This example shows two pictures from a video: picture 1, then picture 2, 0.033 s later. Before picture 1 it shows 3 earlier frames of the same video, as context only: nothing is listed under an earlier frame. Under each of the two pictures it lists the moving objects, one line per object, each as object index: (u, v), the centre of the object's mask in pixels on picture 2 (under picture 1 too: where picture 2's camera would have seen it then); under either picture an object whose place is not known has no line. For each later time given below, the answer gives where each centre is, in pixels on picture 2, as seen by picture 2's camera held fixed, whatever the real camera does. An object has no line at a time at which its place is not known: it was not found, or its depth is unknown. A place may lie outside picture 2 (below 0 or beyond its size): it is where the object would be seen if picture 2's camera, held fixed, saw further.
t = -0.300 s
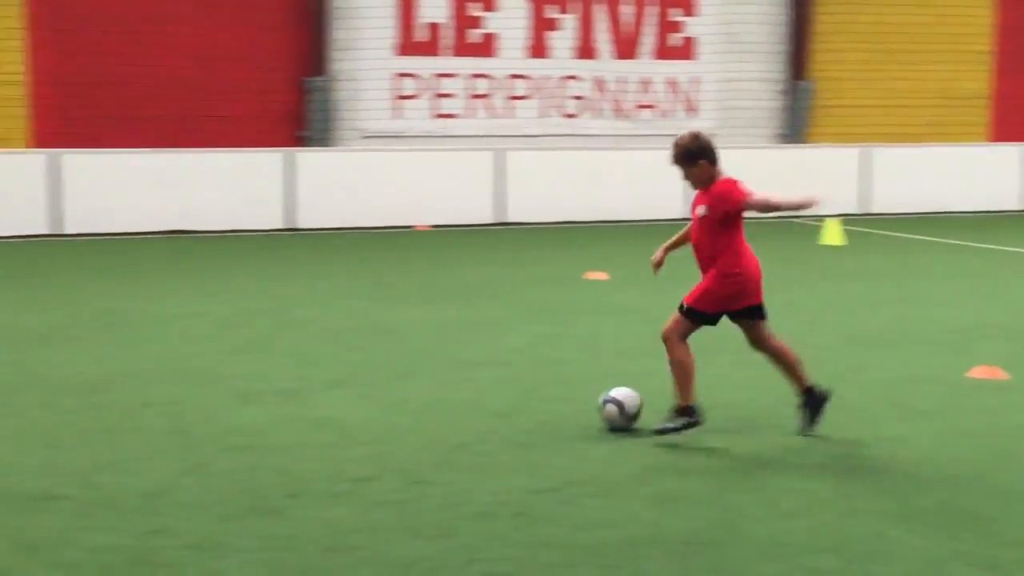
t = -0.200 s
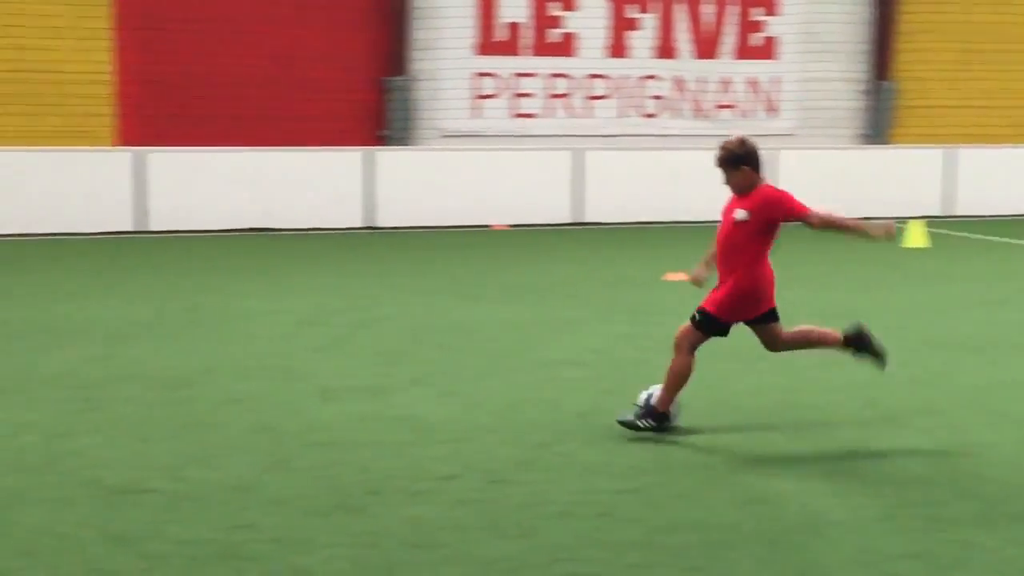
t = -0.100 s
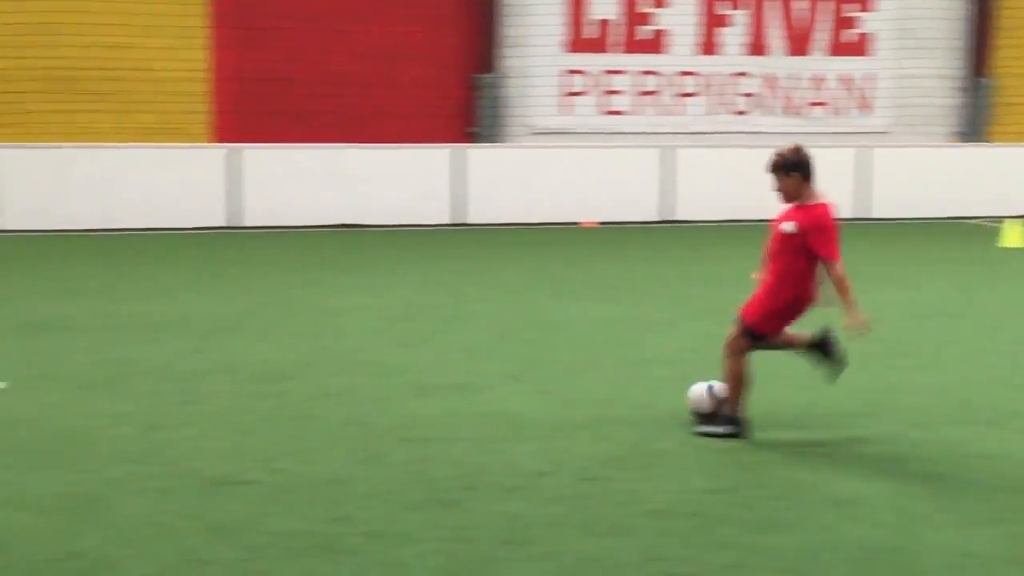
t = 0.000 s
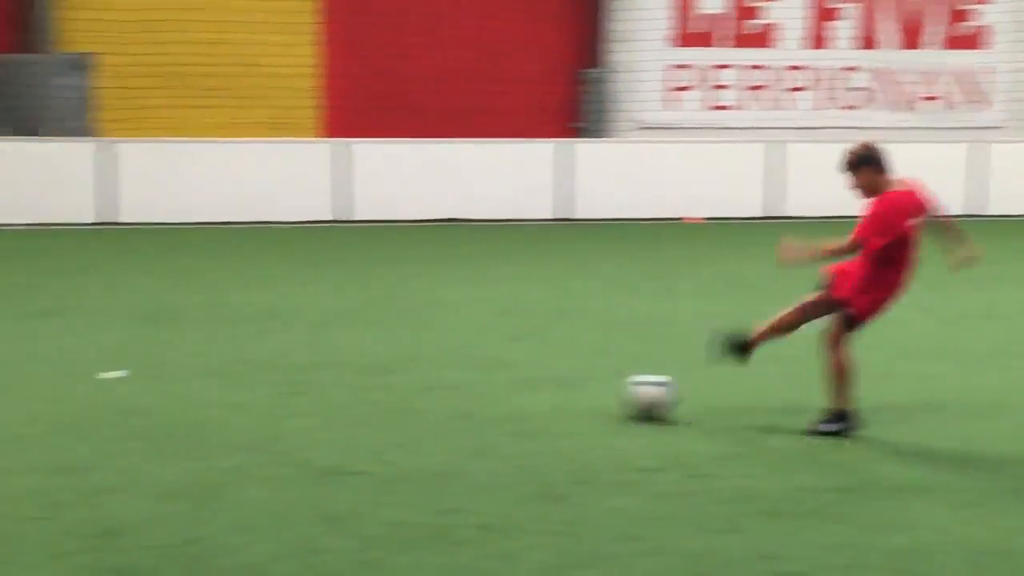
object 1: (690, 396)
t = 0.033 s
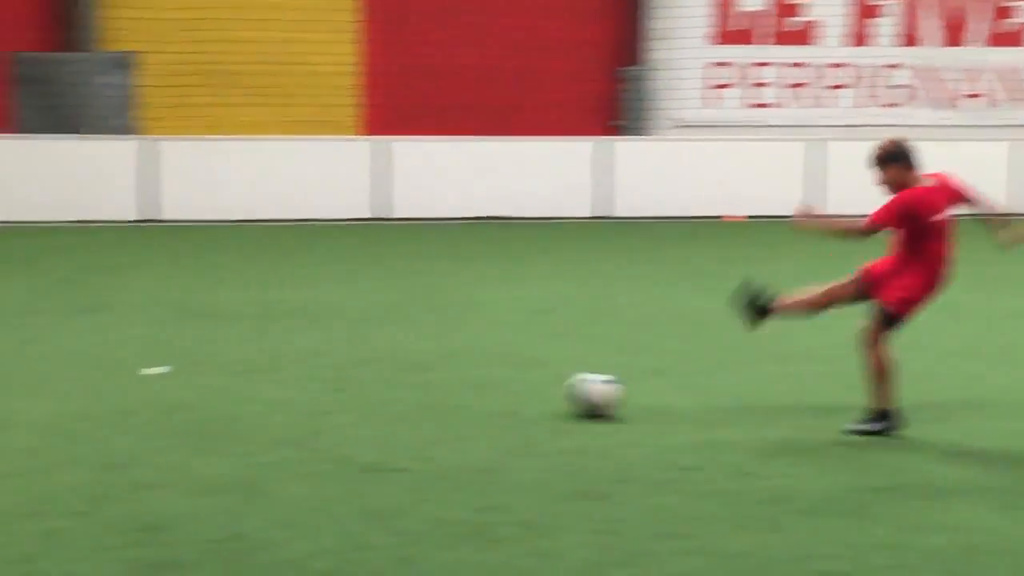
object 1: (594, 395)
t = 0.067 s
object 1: (503, 394)
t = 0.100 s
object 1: (413, 395)
